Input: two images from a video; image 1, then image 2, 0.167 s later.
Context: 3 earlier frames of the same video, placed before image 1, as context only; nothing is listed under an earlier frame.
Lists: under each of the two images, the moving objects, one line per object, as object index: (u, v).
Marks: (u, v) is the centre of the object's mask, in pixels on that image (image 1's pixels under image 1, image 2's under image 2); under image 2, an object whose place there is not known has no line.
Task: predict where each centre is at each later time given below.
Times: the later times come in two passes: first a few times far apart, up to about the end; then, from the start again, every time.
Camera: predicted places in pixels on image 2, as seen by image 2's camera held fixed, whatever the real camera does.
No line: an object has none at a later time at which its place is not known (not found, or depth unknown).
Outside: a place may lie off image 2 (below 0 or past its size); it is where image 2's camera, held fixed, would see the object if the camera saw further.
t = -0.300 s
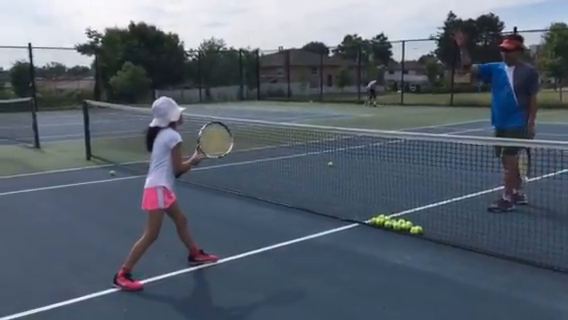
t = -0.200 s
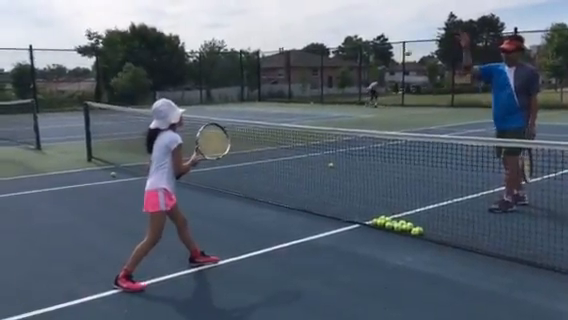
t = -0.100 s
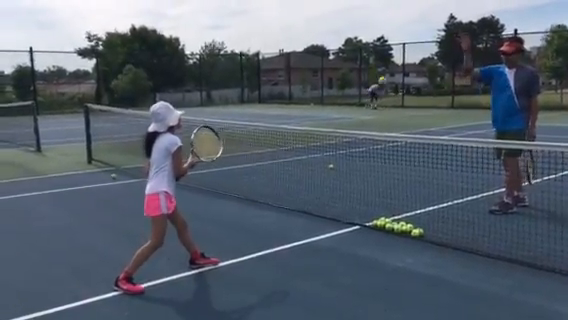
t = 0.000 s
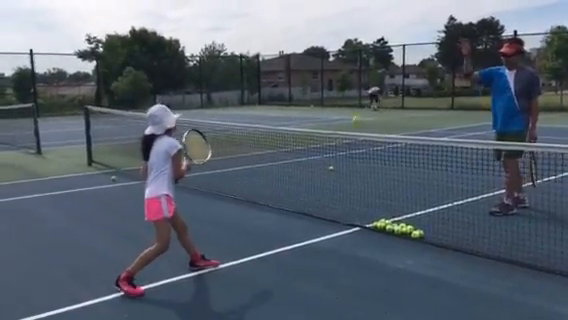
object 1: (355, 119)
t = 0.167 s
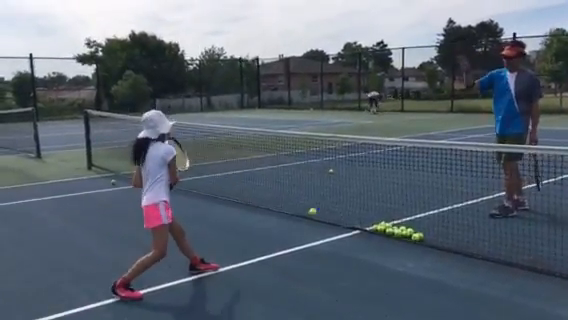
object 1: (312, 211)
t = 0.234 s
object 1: (297, 226)
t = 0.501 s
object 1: (249, 139)
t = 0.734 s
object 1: (203, 123)
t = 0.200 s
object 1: (303, 233)
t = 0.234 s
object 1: (297, 226)
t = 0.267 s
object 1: (292, 211)
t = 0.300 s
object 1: (286, 197)
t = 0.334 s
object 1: (280, 184)
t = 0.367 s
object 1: (274, 174)
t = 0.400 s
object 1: (268, 163)
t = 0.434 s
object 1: (261, 153)
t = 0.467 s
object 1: (255, 145)
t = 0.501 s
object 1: (249, 139)
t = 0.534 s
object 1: (243, 132)
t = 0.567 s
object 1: (236, 128)
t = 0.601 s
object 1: (229, 124)
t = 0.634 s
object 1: (222, 123)
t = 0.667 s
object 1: (215, 122)
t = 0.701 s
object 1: (209, 122)
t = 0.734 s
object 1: (203, 123)
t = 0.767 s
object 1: (197, 128)
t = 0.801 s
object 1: (189, 133)
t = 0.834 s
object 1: (182, 138)
